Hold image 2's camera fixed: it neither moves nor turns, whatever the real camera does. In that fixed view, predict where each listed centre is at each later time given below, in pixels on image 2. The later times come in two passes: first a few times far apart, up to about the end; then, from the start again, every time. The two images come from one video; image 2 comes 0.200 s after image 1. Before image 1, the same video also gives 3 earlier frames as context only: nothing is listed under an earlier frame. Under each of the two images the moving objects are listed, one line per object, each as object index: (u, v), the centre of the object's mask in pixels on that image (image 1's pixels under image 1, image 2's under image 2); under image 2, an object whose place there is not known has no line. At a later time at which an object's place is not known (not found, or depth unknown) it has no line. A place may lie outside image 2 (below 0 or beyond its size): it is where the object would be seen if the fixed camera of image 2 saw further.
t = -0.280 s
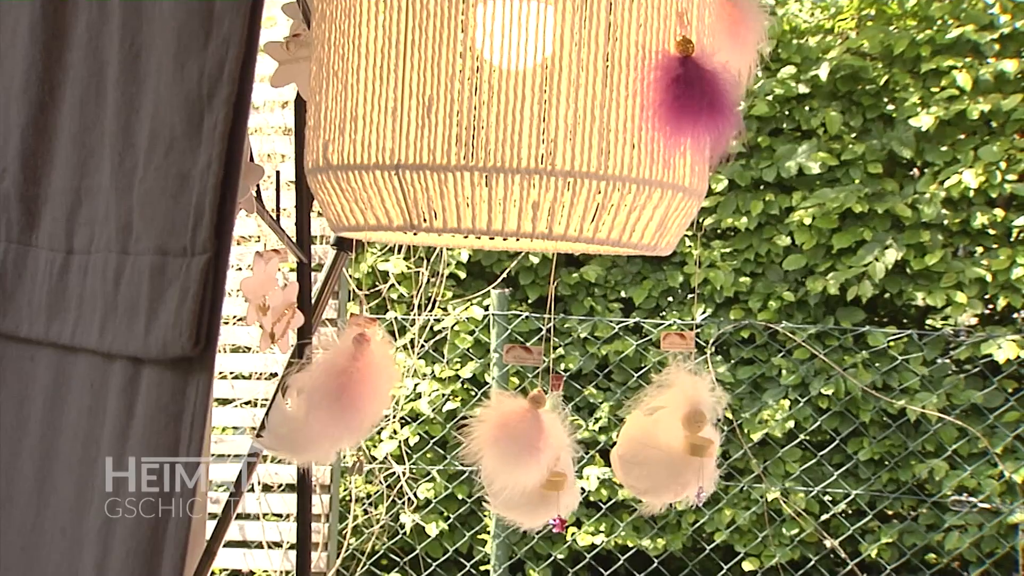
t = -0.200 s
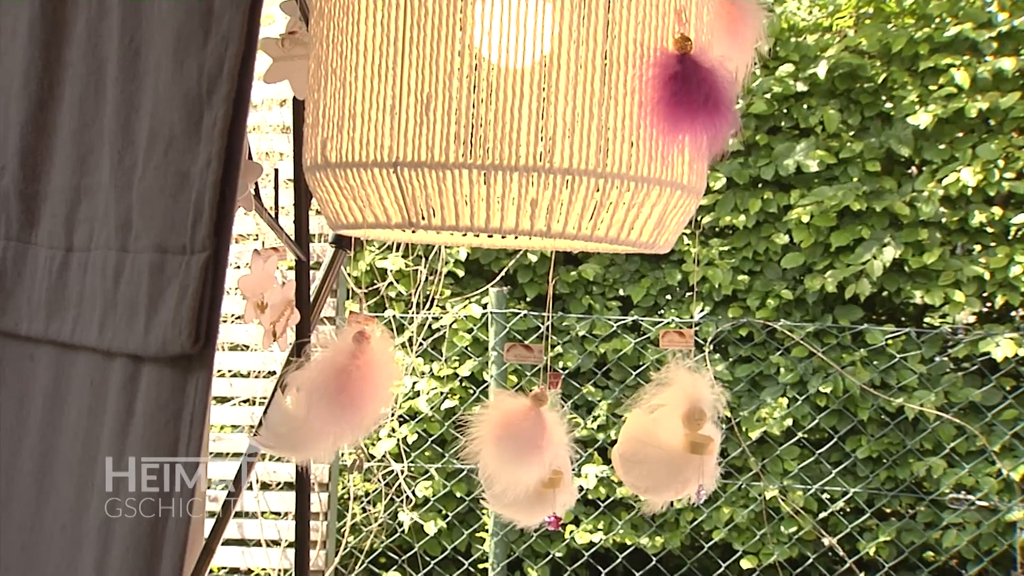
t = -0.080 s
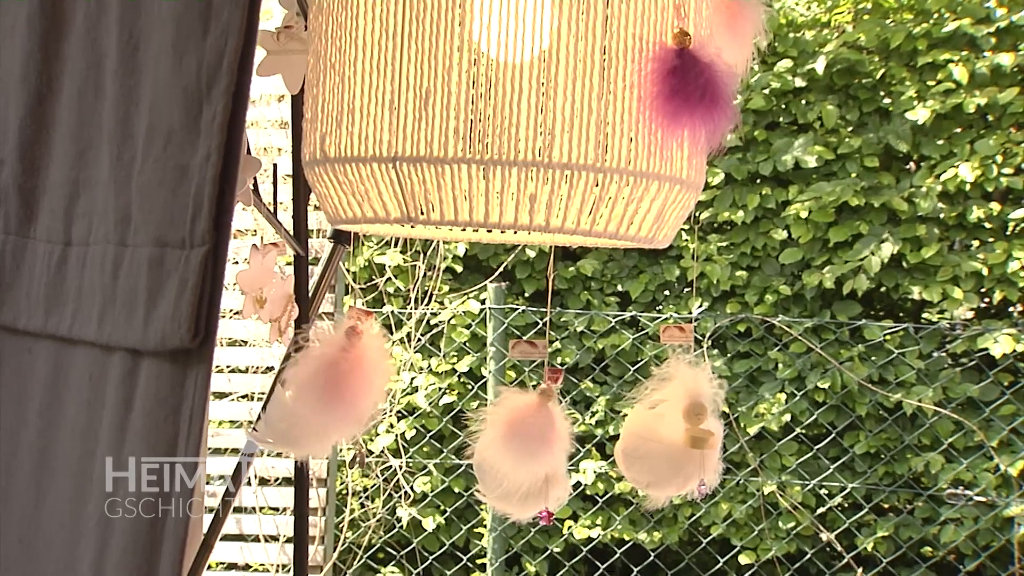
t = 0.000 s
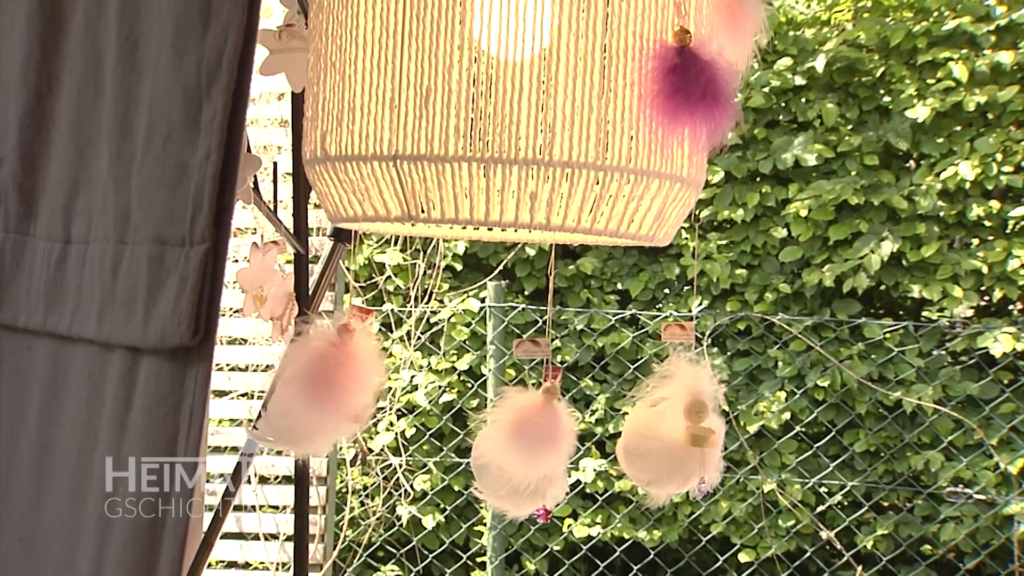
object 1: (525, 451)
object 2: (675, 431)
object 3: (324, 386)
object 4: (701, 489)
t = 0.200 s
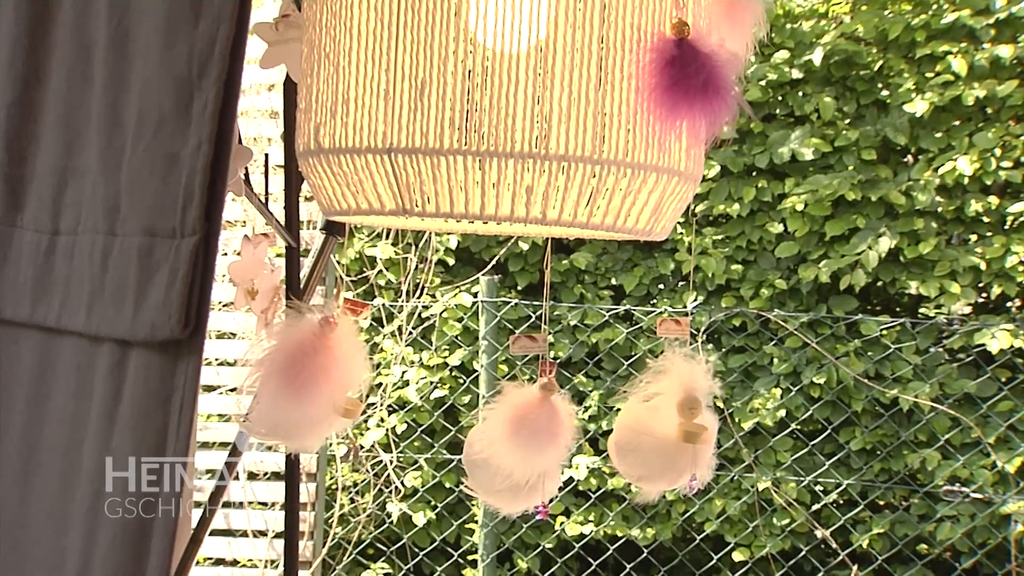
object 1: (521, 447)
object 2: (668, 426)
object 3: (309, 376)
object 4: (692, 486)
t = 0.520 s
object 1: (527, 443)
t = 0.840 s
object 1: (527, 443)
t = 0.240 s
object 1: (522, 447)
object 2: (668, 425)
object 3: (313, 377)
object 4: (692, 485)
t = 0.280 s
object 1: (524, 446)
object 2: (667, 425)
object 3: (317, 378)
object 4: (692, 484)
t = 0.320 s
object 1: (525, 445)
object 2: (666, 424)
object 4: (692, 483)
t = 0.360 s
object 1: (525, 444)
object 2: (665, 423)
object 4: (693, 483)
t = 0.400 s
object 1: (526, 444)
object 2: (665, 422)
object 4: (693, 482)
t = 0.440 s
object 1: (527, 444)
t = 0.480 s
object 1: (527, 443)
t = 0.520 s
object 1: (527, 443)
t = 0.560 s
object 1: (527, 443)
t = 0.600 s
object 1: (527, 443)
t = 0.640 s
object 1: (526, 443)
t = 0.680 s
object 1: (526, 443)
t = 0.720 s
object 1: (526, 442)
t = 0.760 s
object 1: (526, 442)
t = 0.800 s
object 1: (527, 443)
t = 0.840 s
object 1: (527, 443)
